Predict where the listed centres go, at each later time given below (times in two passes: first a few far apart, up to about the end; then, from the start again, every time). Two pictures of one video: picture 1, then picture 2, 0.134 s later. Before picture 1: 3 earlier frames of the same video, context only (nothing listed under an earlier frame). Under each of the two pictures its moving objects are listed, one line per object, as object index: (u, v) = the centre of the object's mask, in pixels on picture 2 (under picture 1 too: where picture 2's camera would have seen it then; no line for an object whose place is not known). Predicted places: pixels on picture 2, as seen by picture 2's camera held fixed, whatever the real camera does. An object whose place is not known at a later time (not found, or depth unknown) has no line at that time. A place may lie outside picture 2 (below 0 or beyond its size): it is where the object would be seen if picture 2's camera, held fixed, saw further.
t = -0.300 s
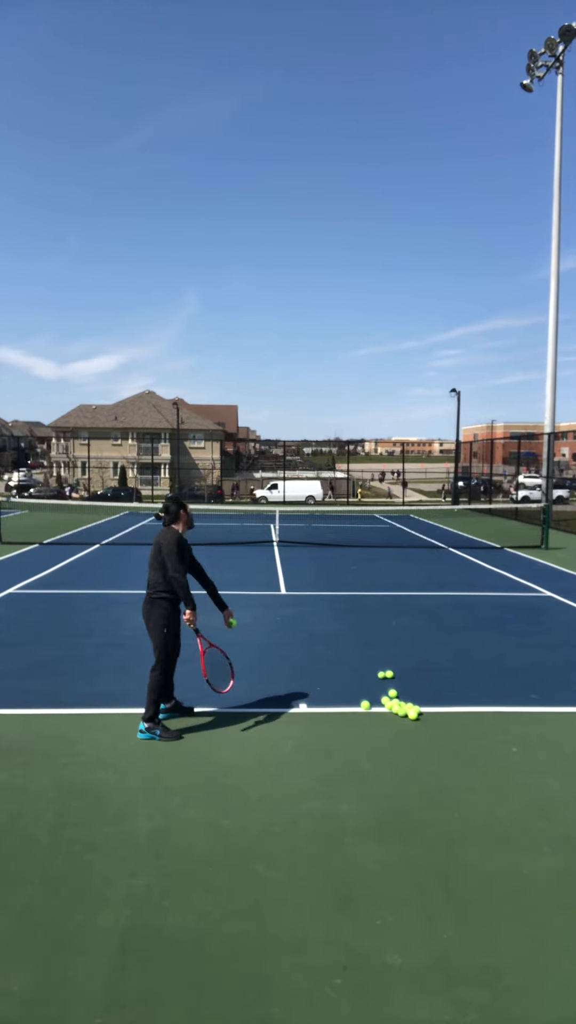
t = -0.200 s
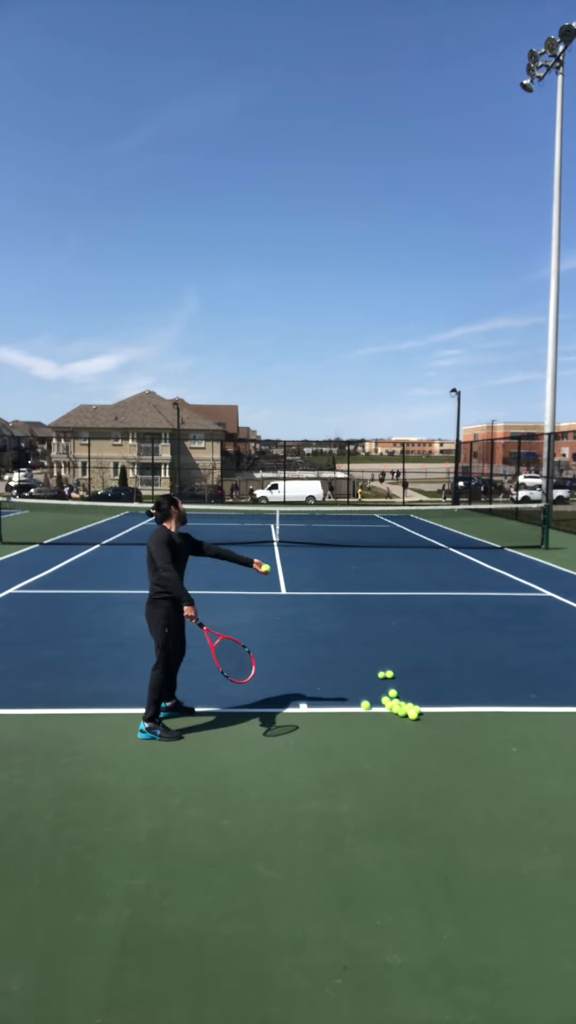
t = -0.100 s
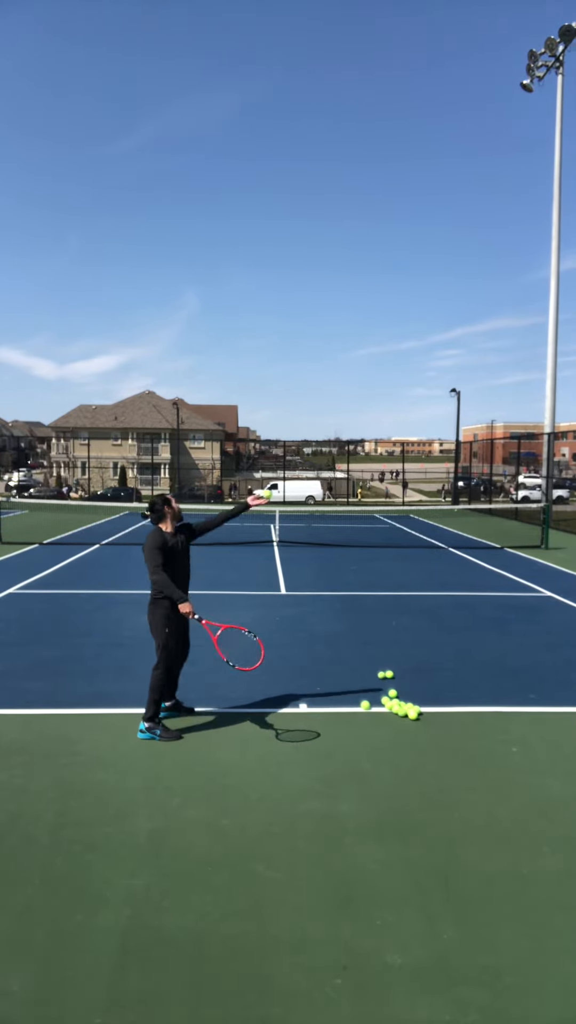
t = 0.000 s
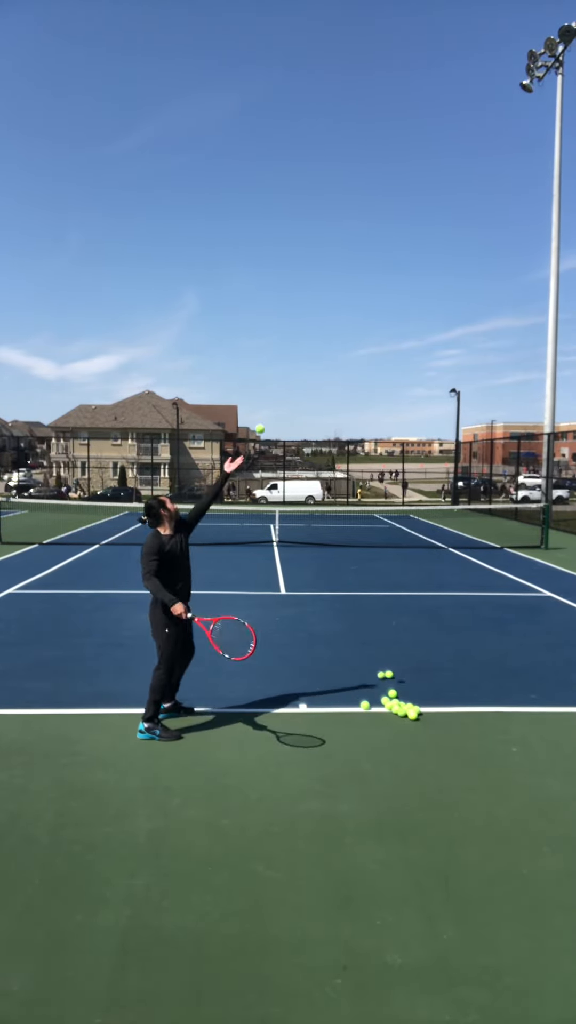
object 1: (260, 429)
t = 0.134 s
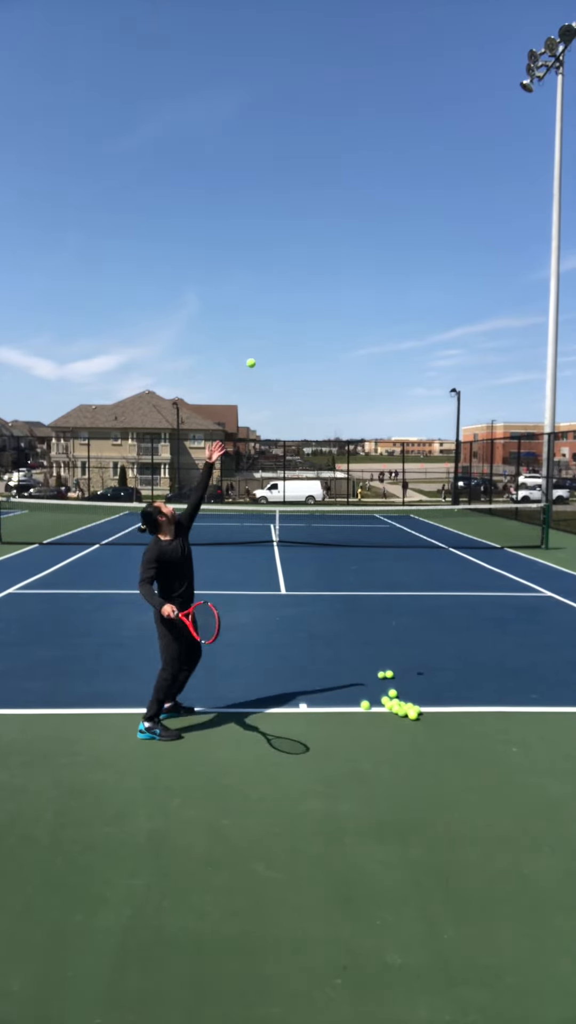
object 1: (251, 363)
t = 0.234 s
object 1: (244, 329)
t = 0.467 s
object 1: (229, 302)
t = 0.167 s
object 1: (249, 350)
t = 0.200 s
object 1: (246, 339)
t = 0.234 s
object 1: (244, 329)
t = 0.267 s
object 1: (242, 321)
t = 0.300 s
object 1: (240, 313)
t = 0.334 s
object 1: (238, 308)
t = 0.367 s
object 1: (235, 304)
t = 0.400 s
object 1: (233, 302)
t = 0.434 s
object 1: (231, 301)
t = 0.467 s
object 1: (229, 302)
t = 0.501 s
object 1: (227, 304)
